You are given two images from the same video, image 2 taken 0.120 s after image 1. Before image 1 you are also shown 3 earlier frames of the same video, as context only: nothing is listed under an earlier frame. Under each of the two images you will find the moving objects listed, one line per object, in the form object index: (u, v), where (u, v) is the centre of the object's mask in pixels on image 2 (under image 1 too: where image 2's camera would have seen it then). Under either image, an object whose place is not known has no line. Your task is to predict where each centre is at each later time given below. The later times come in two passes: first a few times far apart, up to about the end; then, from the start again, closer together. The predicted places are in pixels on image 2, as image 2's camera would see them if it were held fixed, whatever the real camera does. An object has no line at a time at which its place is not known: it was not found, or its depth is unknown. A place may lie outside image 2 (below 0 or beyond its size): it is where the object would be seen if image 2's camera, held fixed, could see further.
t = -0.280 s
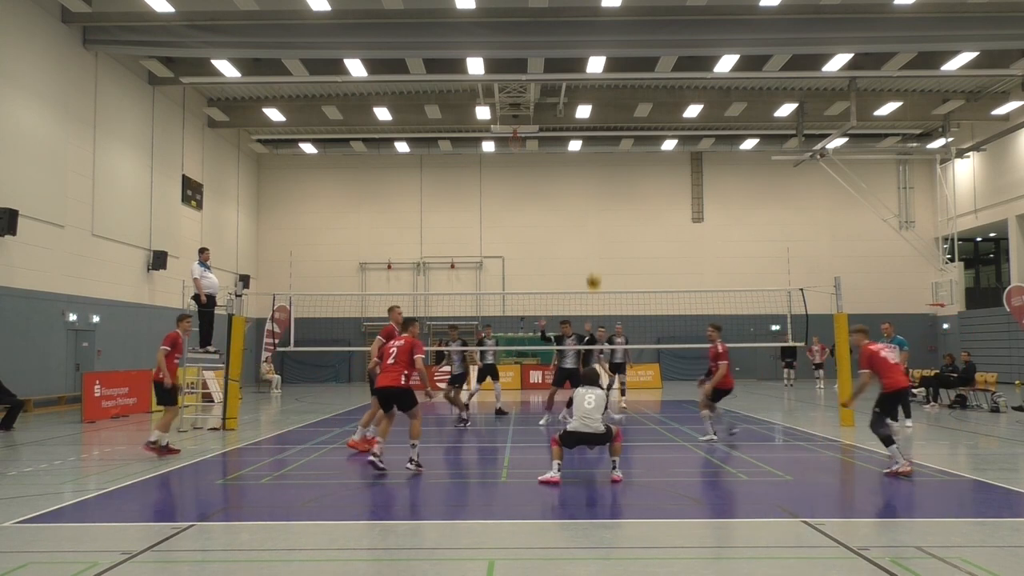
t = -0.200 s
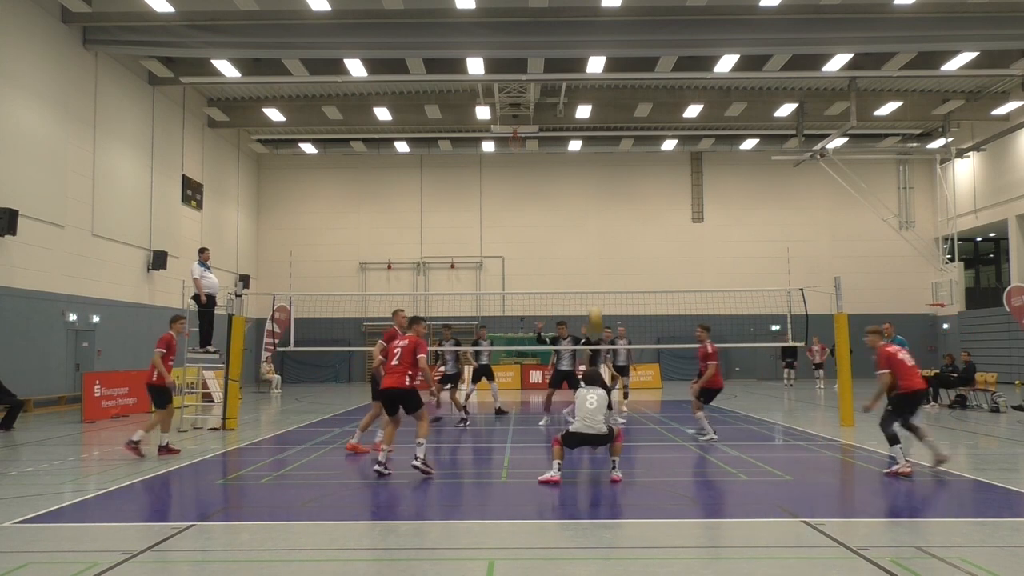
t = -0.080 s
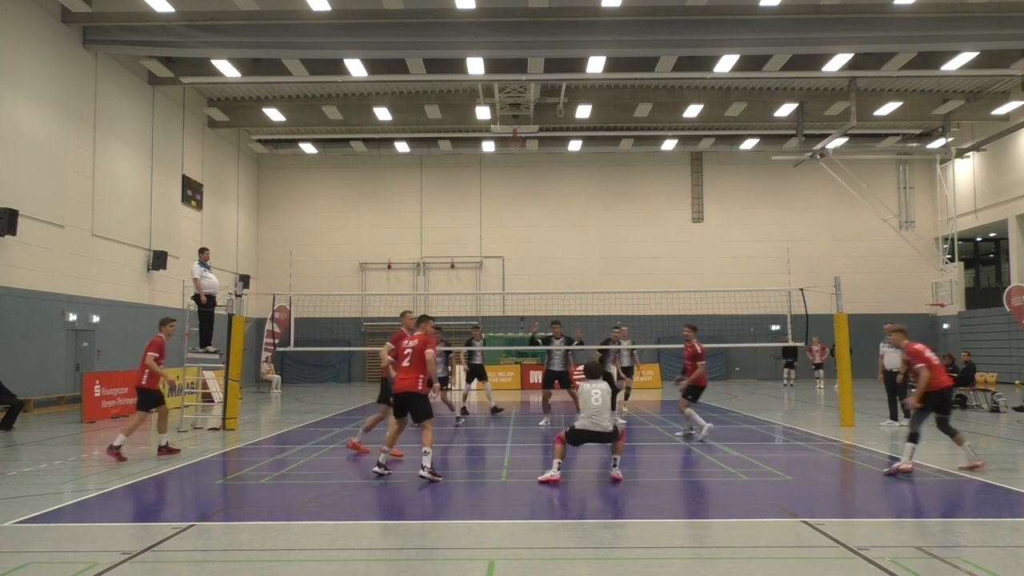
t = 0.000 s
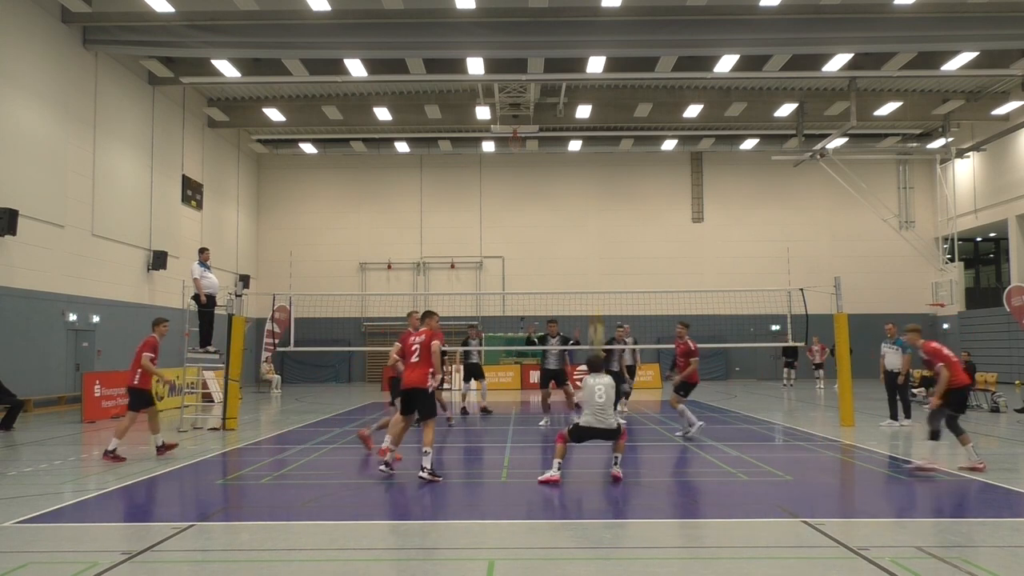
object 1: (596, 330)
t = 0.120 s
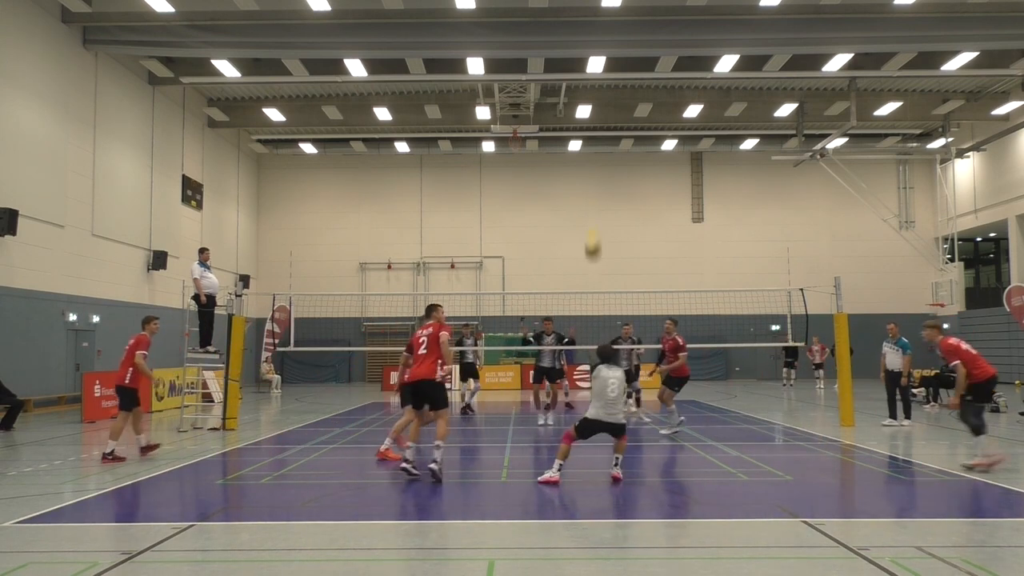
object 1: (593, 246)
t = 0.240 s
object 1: (591, 178)
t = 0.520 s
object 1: (584, 74)
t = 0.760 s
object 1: (582, 37)
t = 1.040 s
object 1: (580, 44)
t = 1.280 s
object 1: (578, 87)
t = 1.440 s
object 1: (577, 133)
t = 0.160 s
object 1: (592, 224)
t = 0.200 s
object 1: (591, 198)
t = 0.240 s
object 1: (591, 178)
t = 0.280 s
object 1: (589, 157)
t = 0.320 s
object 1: (589, 139)
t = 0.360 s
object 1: (589, 125)
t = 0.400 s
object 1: (588, 108)
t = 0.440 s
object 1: (586, 95)
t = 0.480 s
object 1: (587, 83)
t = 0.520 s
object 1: (584, 74)
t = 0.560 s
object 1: (583, 65)
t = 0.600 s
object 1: (583, 57)
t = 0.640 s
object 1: (584, 50)
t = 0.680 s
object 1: (583, 45)
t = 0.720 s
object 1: (583, 41)
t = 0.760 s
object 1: (582, 37)
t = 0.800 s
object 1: (582, 36)
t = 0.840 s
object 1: (581, 35)
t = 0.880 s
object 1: (581, 35)
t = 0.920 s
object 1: (581, 36)
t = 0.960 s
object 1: (581, 38)
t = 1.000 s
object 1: (580, 41)
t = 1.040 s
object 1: (580, 44)
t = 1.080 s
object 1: (579, 50)
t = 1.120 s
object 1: (579, 56)
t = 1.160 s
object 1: (579, 63)
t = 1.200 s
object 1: (577, 69)
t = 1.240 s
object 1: (578, 80)
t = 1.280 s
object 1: (578, 87)
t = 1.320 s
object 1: (577, 97)
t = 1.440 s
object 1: (577, 133)
